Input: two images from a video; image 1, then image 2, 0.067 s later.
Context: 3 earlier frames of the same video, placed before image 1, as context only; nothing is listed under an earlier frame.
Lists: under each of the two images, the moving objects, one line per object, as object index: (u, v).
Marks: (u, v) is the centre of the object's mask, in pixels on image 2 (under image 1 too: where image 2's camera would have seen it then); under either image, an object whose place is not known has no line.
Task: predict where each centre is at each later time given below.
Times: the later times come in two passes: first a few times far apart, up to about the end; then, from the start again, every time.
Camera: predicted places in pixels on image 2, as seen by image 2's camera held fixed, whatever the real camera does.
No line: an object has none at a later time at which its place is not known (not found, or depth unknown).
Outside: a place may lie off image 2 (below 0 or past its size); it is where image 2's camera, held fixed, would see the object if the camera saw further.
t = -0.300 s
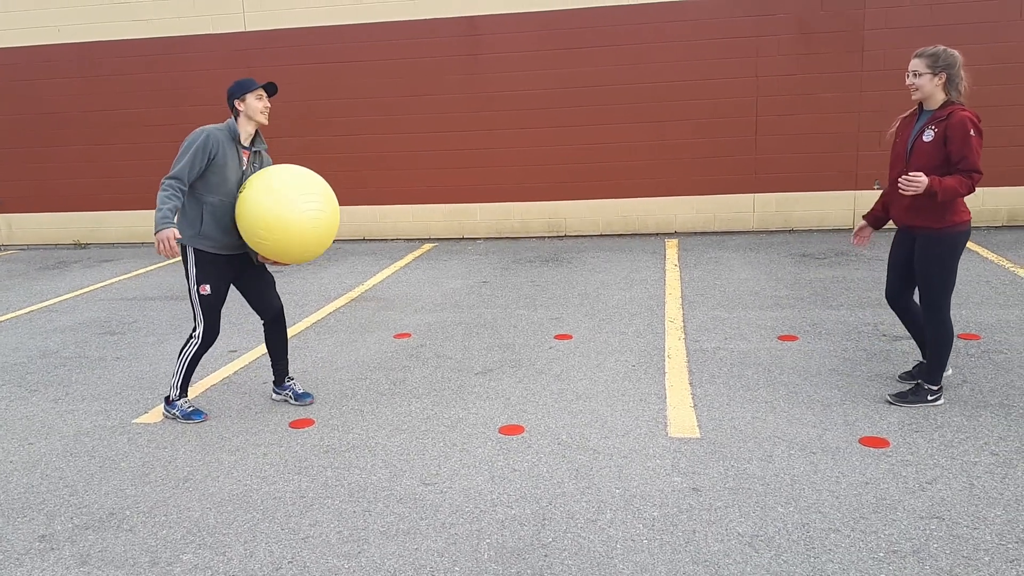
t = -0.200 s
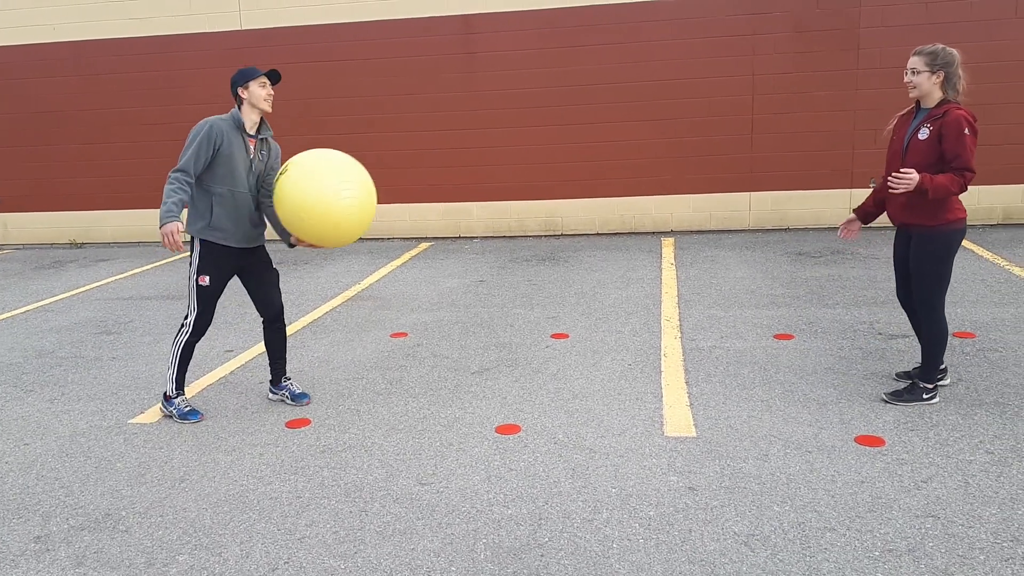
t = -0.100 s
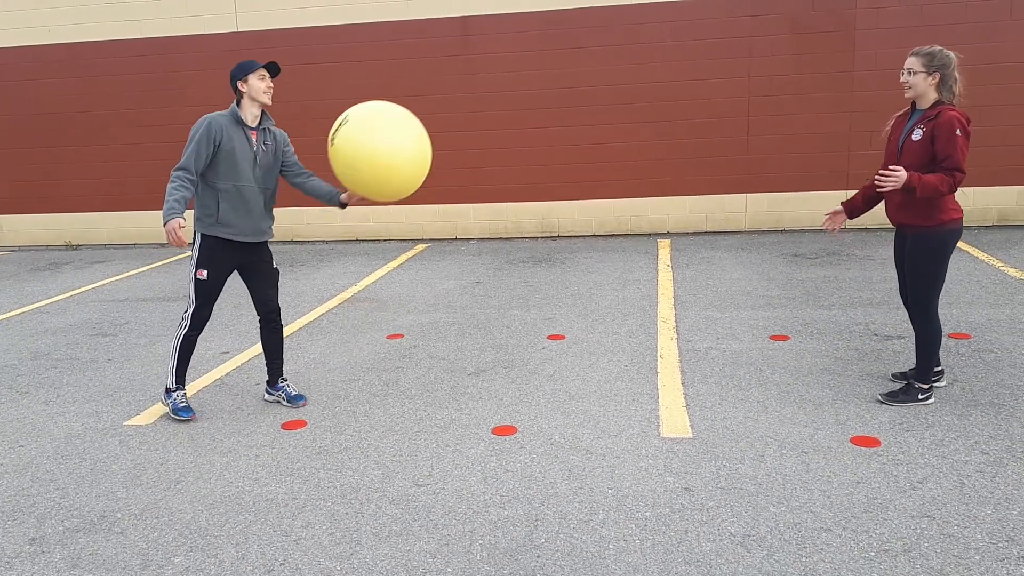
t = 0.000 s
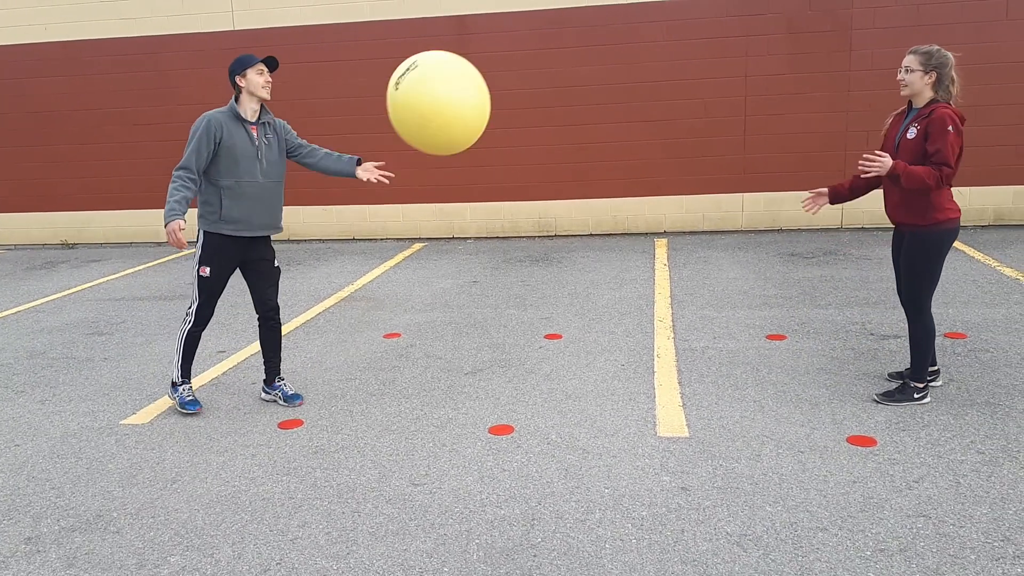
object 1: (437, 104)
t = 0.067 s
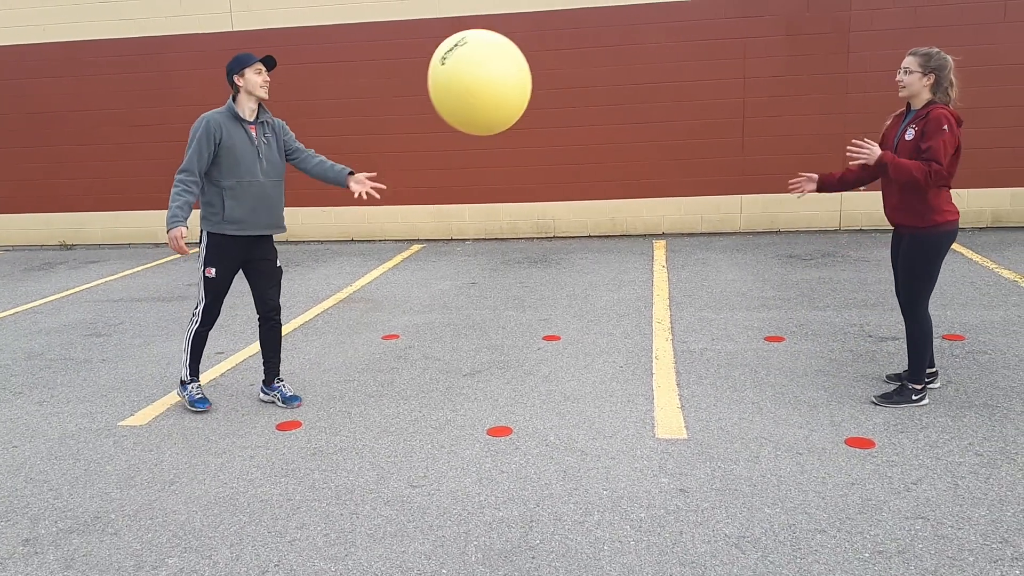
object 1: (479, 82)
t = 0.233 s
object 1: (588, 63)
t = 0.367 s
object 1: (675, 86)
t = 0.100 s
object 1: (501, 74)
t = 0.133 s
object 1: (523, 68)
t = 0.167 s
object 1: (544, 64)
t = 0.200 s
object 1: (566, 63)
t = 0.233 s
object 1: (588, 63)
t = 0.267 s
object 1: (610, 66)
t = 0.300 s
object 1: (631, 71)
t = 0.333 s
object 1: (653, 78)
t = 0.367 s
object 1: (675, 86)
